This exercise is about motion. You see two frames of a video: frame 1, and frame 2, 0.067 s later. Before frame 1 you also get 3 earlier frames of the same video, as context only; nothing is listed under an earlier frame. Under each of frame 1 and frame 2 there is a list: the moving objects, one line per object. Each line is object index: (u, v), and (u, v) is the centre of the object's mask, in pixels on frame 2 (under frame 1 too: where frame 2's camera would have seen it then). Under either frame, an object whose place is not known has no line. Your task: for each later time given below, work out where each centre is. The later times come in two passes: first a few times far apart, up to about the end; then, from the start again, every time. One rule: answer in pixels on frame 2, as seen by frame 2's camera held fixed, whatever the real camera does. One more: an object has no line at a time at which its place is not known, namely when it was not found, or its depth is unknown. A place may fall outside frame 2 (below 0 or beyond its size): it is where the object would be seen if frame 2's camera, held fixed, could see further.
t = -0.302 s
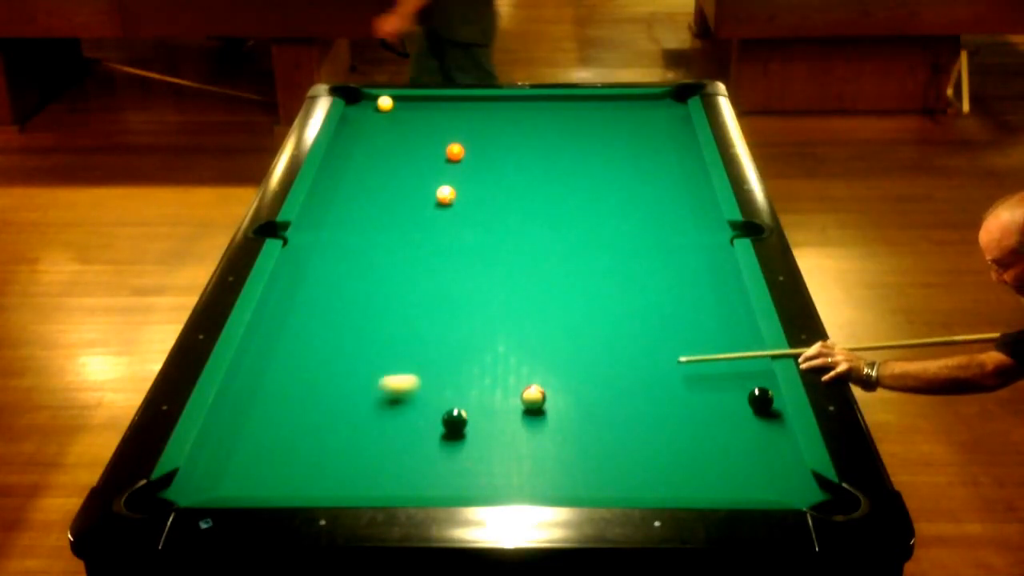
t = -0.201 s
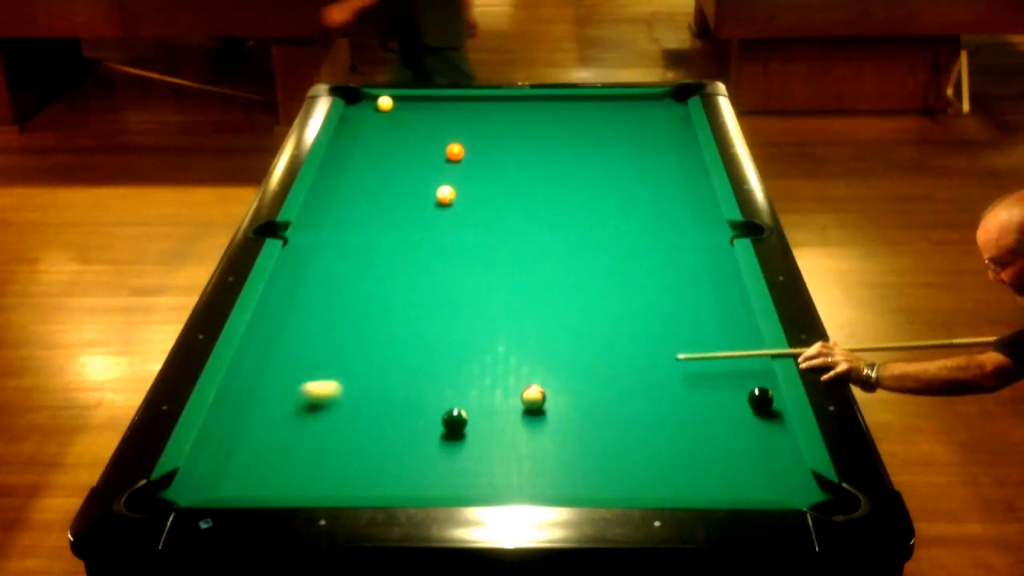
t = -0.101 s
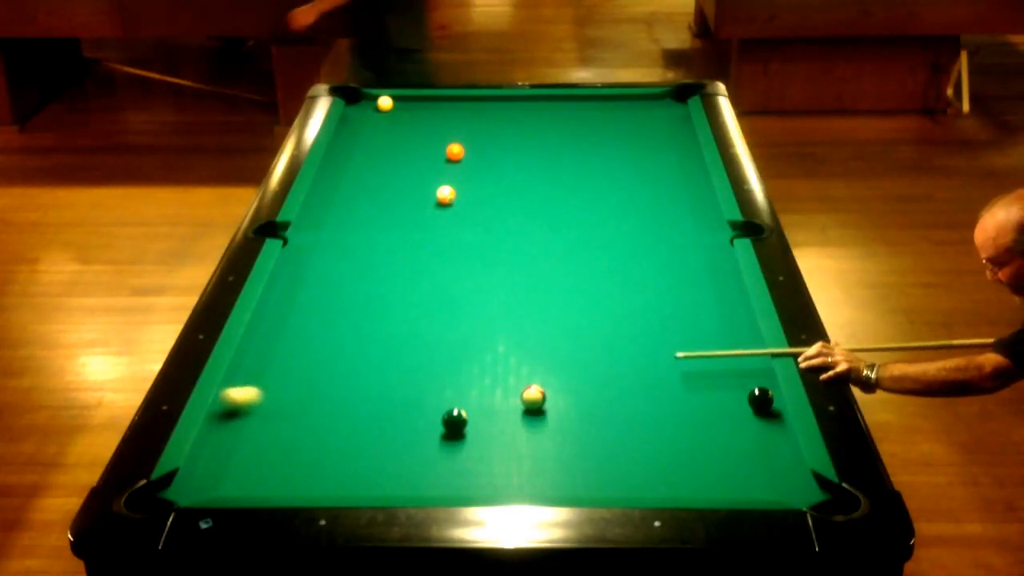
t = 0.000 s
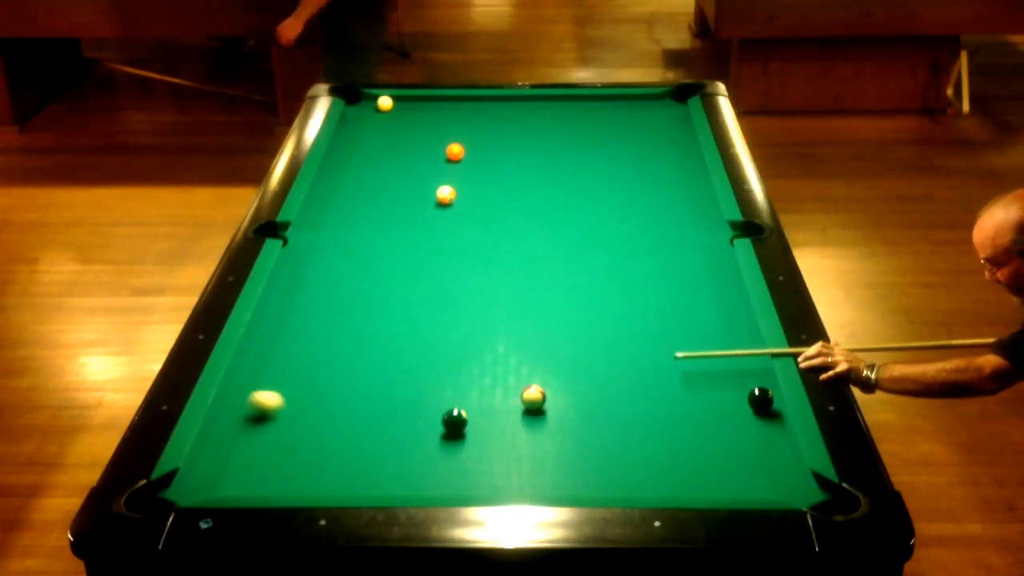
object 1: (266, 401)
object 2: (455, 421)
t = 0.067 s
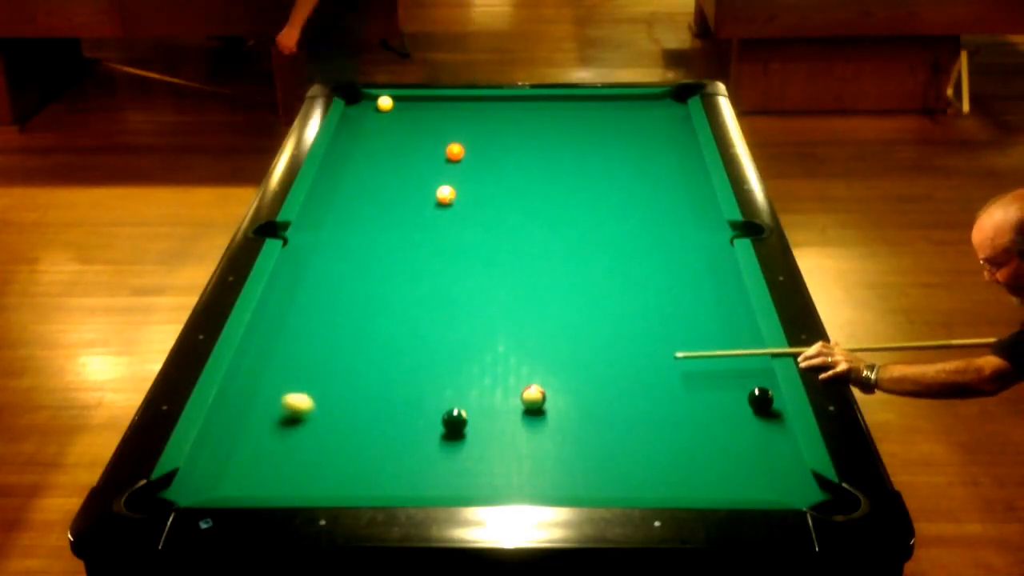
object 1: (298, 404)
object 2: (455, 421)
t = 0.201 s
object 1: (352, 409)
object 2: (454, 422)
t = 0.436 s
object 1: (430, 418)
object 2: (470, 421)
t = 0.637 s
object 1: (446, 420)
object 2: (524, 426)
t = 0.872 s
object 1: (465, 424)
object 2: (584, 431)
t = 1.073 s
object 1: (479, 427)
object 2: (634, 433)
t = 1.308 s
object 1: (495, 430)
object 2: (692, 439)
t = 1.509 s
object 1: (506, 432)
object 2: (741, 444)
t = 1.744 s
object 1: (518, 433)
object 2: (786, 449)
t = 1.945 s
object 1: (526, 434)
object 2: (765, 452)
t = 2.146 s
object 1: (534, 436)
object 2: (745, 455)
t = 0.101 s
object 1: (311, 405)
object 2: (455, 421)
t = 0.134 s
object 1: (325, 406)
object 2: (455, 421)
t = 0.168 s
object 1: (338, 407)
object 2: (455, 422)
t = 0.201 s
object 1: (352, 409)
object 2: (454, 422)
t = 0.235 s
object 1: (365, 410)
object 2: (455, 422)
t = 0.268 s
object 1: (379, 411)
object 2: (455, 421)
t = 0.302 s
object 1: (392, 412)
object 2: (455, 421)
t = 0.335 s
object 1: (405, 414)
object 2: (455, 421)
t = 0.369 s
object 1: (418, 415)
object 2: (455, 421)
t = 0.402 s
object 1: (429, 417)
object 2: (459, 421)
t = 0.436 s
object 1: (430, 418)
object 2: (470, 421)
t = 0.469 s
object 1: (432, 418)
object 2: (480, 423)
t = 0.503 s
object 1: (434, 418)
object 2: (490, 423)
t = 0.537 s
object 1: (437, 419)
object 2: (498, 424)
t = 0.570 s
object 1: (440, 420)
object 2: (507, 425)
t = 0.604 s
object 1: (443, 420)
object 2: (515, 426)
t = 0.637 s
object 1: (446, 420)
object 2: (524, 426)
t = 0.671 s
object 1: (449, 421)
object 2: (533, 425)
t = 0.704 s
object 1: (451, 422)
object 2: (542, 427)
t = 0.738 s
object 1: (454, 422)
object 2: (550, 427)
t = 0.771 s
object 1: (457, 423)
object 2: (559, 428)
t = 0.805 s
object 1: (459, 423)
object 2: (567, 429)
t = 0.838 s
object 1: (462, 423)
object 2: (575, 430)
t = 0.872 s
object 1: (465, 424)
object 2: (584, 431)
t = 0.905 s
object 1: (467, 425)
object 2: (592, 431)
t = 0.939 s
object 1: (470, 425)
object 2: (601, 432)
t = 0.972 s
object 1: (472, 426)
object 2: (609, 432)
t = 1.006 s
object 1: (474, 426)
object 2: (617, 433)
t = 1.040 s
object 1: (477, 427)
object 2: (626, 434)
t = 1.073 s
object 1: (479, 427)
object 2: (634, 433)
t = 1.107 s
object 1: (481, 427)
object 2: (643, 435)
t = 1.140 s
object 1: (484, 428)
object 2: (651, 436)
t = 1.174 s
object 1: (486, 428)
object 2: (660, 437)
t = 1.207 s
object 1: (488, 429)
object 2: (666, 438)
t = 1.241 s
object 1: (490, 429)
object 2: (675, 438)
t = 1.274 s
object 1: (492, 429)
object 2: (683, 439)
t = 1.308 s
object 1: (495, 430)
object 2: (692, 439)
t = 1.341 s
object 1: (497, 430)
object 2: (700, 440)
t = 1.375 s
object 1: (499, 430)
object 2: (708, 441)
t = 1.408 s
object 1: (501, 431)
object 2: (716, 441)
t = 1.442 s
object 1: (502, 431)
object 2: (724, 442)
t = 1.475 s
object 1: (504, 431)
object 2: (732, 443)
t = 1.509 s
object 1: (506, 432)
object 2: (741, 444)
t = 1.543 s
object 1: (508, 432)
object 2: (747, 445)
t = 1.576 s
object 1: (510, 432)
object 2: (755, 447)
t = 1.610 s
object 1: (511, 432)
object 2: (764, 447)
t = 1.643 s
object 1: (513, 433)
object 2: (773, 448)
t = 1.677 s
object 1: (515, 433)
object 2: (780, 448)
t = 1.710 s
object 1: (516, 433)
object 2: (787, 449)
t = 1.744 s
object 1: (518, 433)
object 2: (786, 449)
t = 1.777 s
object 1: (519, 433)
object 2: (782, 450)
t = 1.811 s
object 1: (521, 434)
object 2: (778, 450)
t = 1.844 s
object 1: (522, 434)
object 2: (775, 451)
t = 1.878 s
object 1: (524, 434)
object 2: (771, 452)
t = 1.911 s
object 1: (525, 435)
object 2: (768, 452)
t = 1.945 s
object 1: (526, 434)
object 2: (765, 452)
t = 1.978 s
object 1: (528, 435)
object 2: (762, 453)
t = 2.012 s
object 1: (529, 435)
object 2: (758, 454)
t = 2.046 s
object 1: (530, 435)
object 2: (755, 454)
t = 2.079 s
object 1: (531, 436)
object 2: (751, 454)
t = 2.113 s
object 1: (532, 436)
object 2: (748, 455)
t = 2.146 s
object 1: (534, 436)
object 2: (745, 455)
